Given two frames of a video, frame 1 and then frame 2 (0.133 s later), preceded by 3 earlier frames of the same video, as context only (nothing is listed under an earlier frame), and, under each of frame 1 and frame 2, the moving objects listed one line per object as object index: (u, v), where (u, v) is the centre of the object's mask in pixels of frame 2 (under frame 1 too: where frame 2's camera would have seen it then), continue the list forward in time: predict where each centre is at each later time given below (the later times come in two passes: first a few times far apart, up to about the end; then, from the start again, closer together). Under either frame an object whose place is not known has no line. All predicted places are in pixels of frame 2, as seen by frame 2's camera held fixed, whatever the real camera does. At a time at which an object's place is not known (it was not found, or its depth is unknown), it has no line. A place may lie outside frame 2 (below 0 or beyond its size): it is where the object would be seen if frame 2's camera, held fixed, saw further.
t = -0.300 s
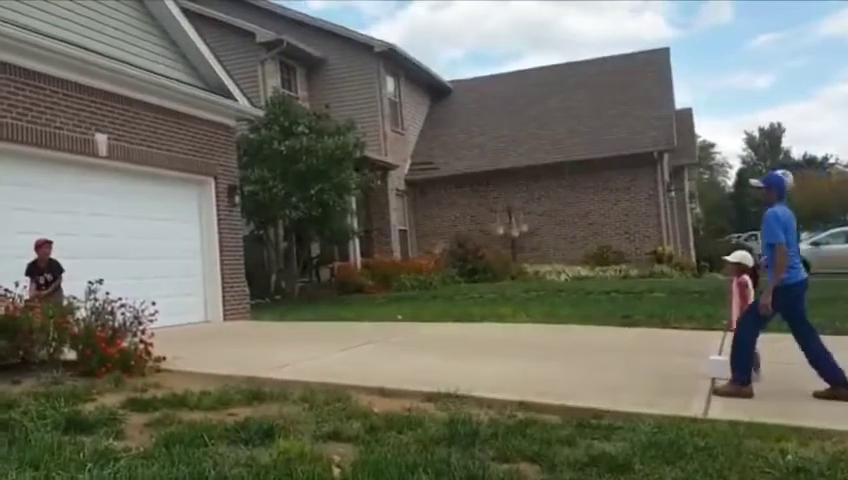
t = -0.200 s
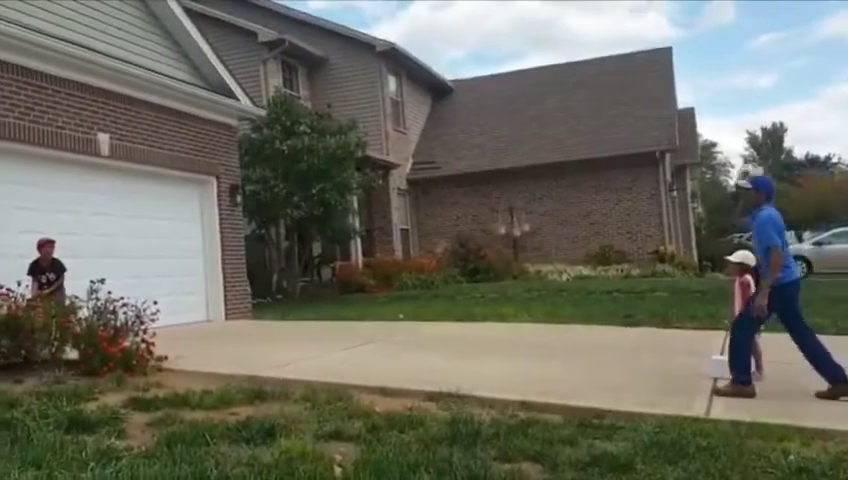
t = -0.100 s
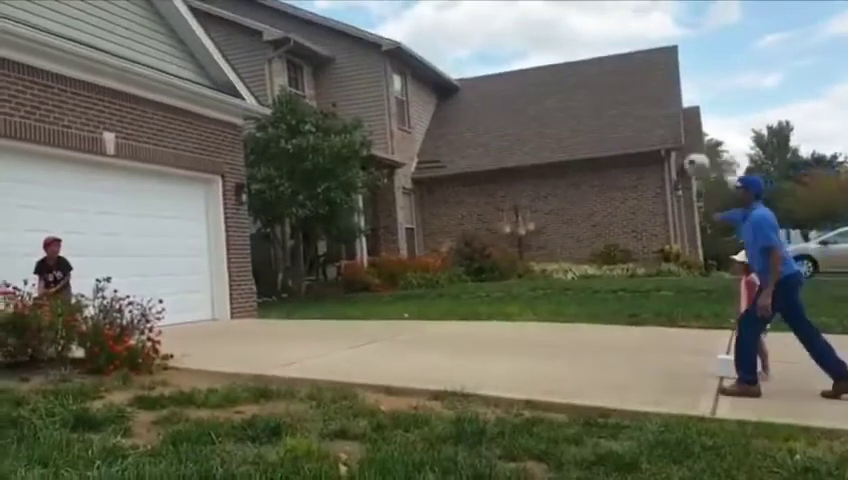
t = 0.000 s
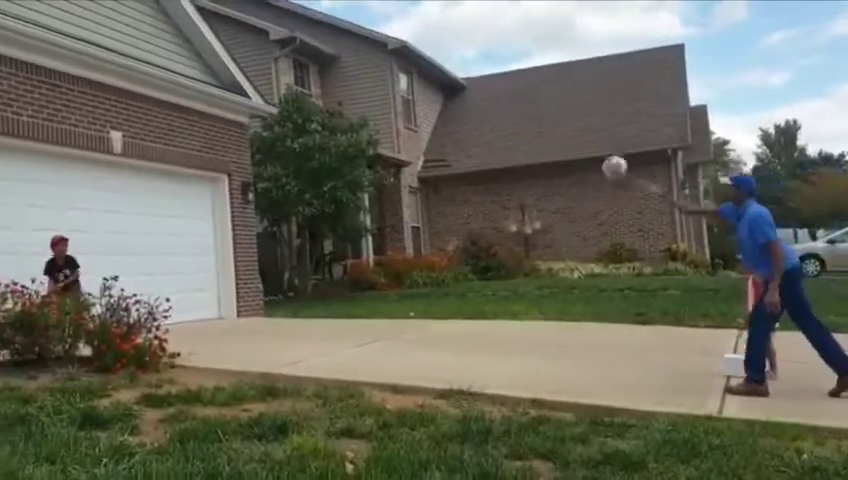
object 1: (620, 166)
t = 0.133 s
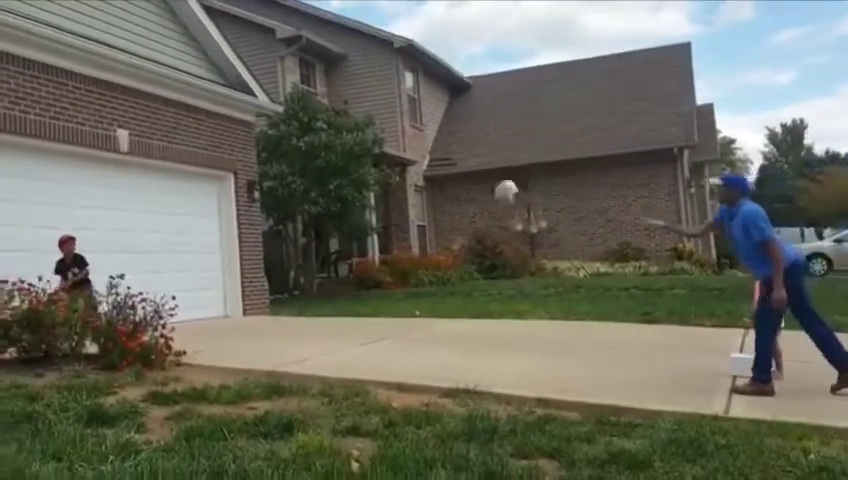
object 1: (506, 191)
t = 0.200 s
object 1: (453, 211)
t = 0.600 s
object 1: (218, 304)
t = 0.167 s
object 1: (478, 200)
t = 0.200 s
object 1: (453, 211)
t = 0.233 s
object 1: (427, 222)
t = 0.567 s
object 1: (226, 312)
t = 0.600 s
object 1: (218, 304)
